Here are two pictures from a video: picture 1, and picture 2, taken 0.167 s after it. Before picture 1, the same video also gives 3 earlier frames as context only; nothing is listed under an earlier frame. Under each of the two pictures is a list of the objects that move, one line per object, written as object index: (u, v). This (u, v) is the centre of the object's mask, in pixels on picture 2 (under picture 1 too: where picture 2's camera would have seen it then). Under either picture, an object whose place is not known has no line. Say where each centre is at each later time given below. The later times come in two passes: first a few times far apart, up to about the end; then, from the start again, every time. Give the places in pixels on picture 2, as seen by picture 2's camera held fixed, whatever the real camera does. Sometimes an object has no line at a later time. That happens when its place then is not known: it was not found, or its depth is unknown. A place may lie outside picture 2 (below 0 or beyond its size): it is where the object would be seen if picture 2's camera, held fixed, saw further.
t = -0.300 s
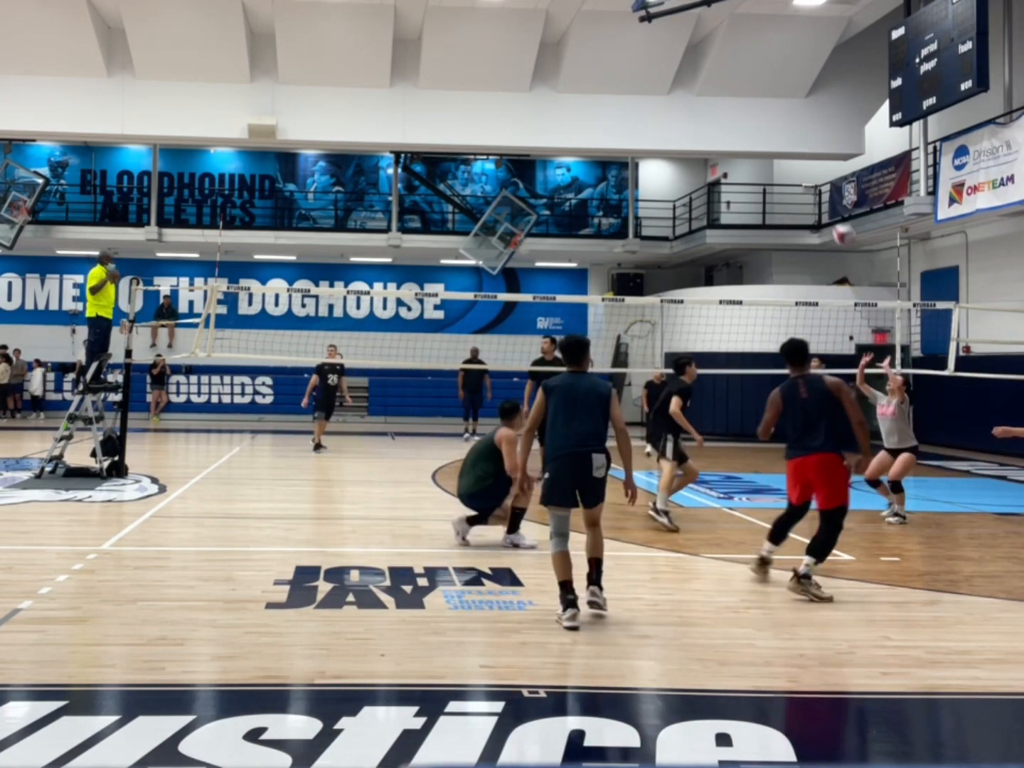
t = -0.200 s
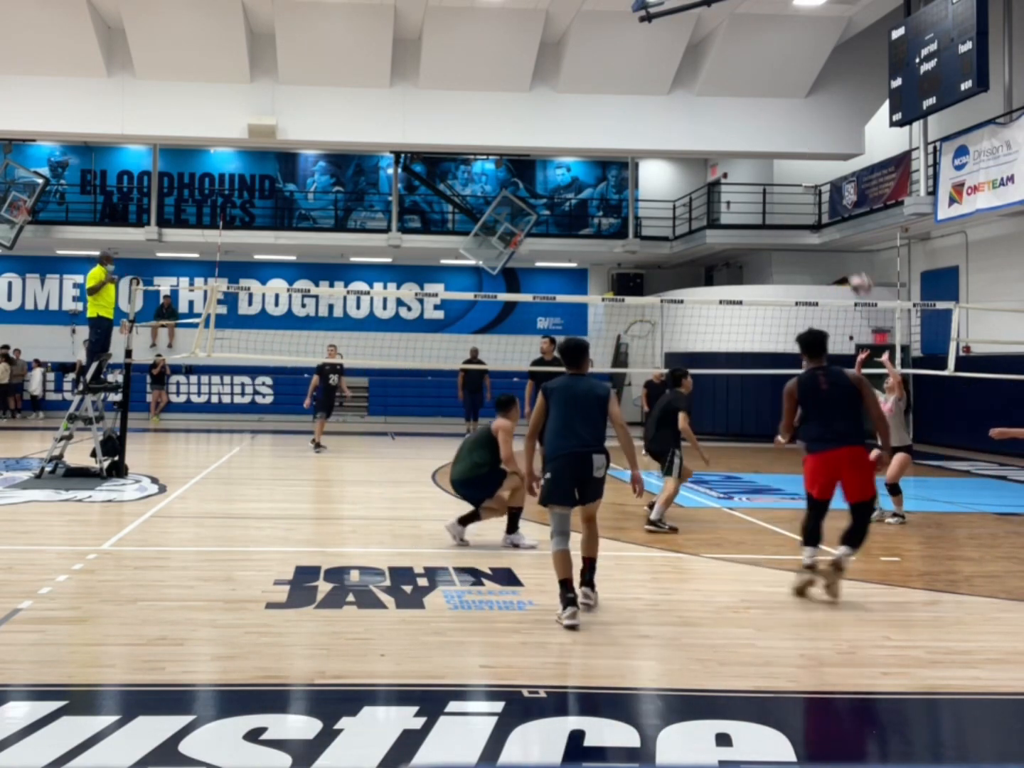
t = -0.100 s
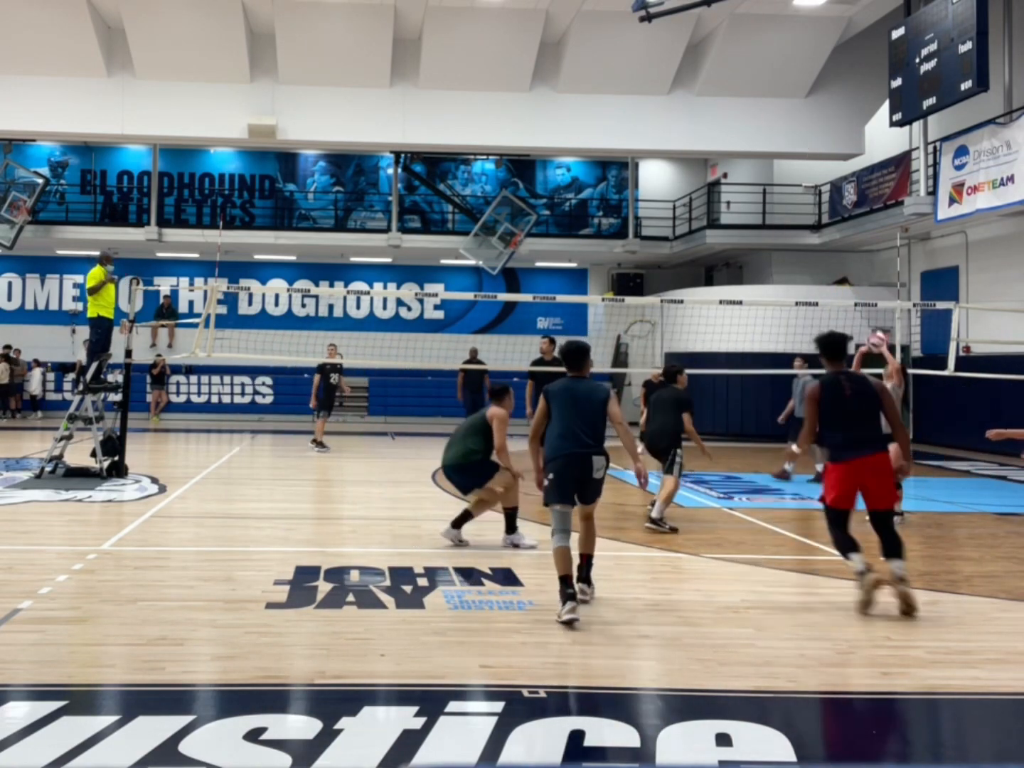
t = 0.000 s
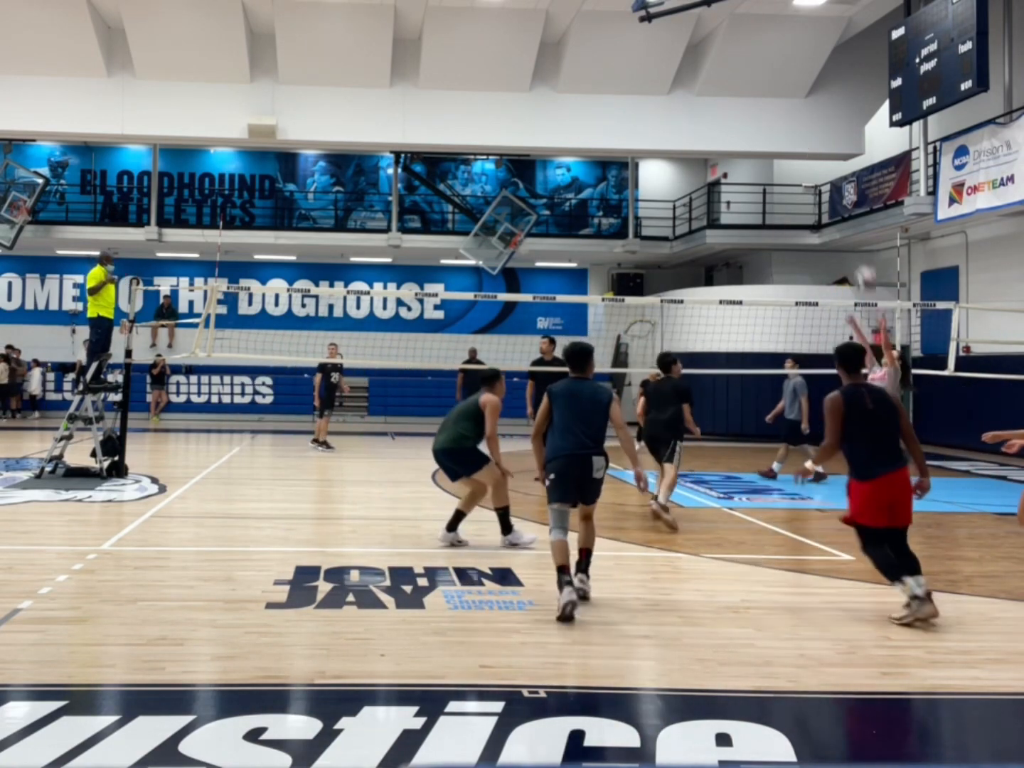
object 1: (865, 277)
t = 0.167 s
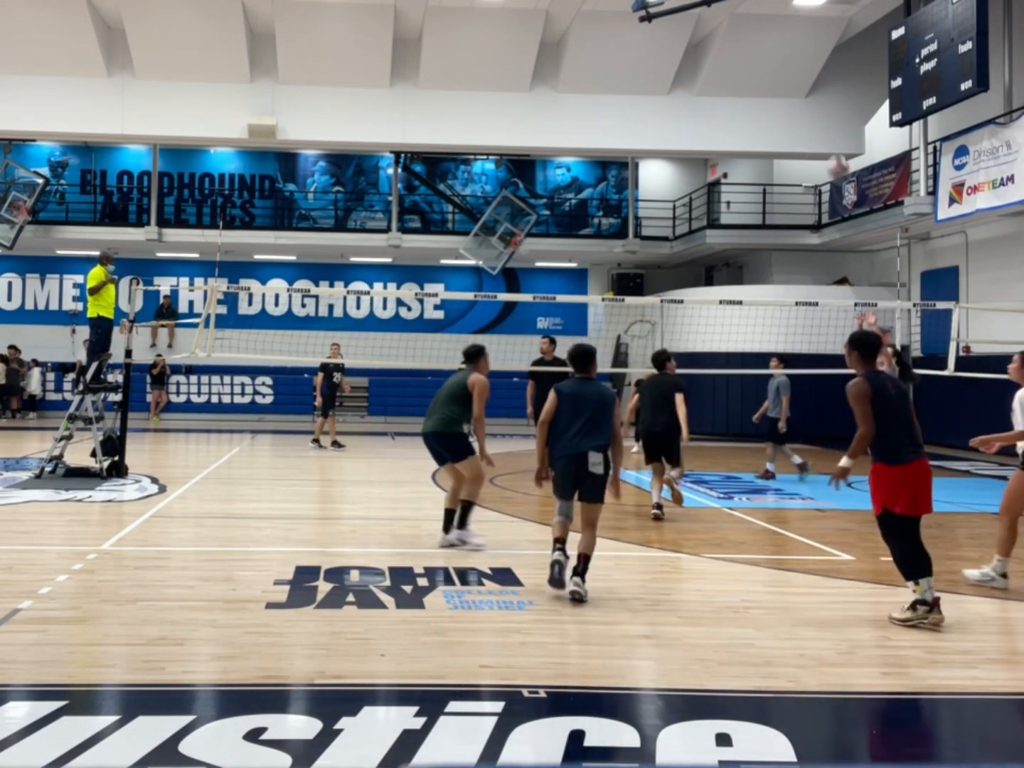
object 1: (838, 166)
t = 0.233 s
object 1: (827, 131)
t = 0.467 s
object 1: (791, 41)
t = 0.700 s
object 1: (755, 7)
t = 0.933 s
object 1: (718, 20)
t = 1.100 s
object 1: (692, 62)
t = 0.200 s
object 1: (832, 148)
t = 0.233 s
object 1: (827, 131)
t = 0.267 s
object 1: (822, 116)
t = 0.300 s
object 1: (817, 100)
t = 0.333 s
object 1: (811, 86)
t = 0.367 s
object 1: (806, 73)
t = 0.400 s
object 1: (801, 62)
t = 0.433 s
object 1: (796, 51)
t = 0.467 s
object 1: (791, 41)
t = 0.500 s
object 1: (785, 33)
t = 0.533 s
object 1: (780, 25)
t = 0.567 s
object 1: (775, 19)
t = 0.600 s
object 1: (770, 14)
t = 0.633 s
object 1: (765, 10)
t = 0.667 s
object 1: (760, 8)
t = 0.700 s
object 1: (755, 7)
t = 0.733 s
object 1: (749, 6)
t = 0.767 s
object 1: (744, 7)
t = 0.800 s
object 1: (739, 7)
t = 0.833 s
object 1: (733, 8)
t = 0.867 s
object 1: (728, 10)
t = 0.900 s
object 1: (723, 15)
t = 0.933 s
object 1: (718, 20)
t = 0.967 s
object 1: (713, 26)
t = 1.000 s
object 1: (708, 34)
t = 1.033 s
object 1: (702, 42)
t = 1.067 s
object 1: (697, 52)
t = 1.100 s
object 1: (692, 62)
